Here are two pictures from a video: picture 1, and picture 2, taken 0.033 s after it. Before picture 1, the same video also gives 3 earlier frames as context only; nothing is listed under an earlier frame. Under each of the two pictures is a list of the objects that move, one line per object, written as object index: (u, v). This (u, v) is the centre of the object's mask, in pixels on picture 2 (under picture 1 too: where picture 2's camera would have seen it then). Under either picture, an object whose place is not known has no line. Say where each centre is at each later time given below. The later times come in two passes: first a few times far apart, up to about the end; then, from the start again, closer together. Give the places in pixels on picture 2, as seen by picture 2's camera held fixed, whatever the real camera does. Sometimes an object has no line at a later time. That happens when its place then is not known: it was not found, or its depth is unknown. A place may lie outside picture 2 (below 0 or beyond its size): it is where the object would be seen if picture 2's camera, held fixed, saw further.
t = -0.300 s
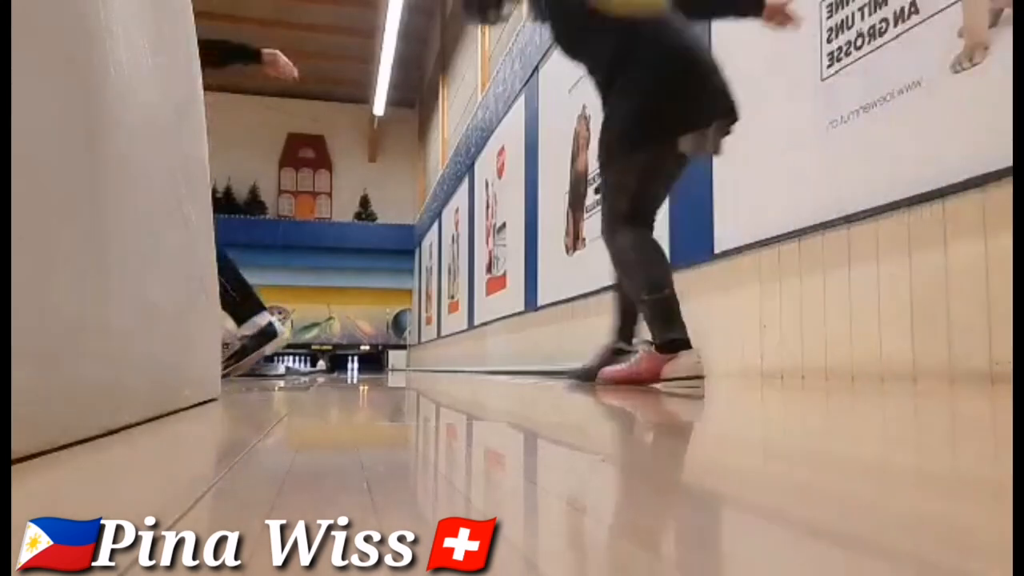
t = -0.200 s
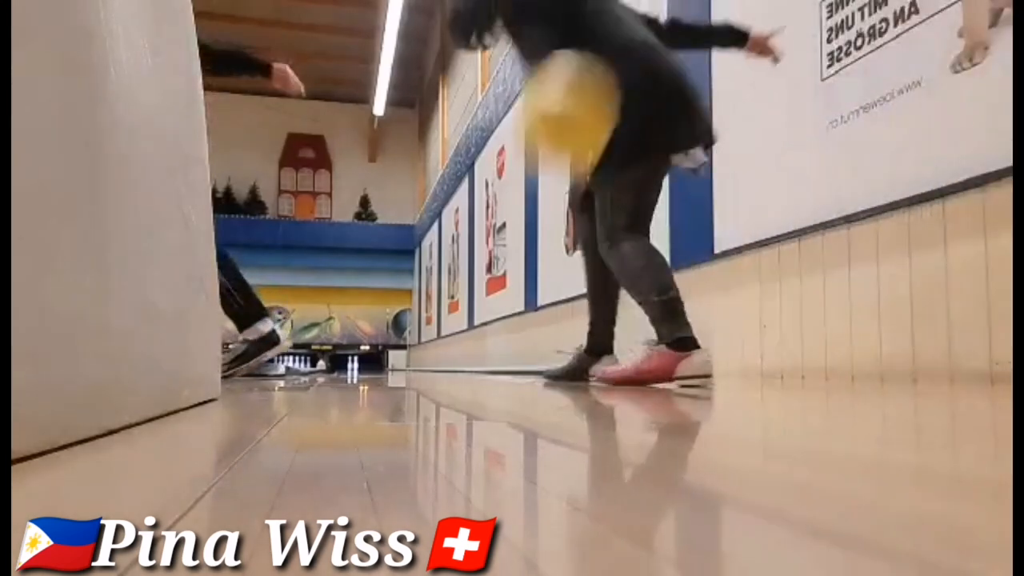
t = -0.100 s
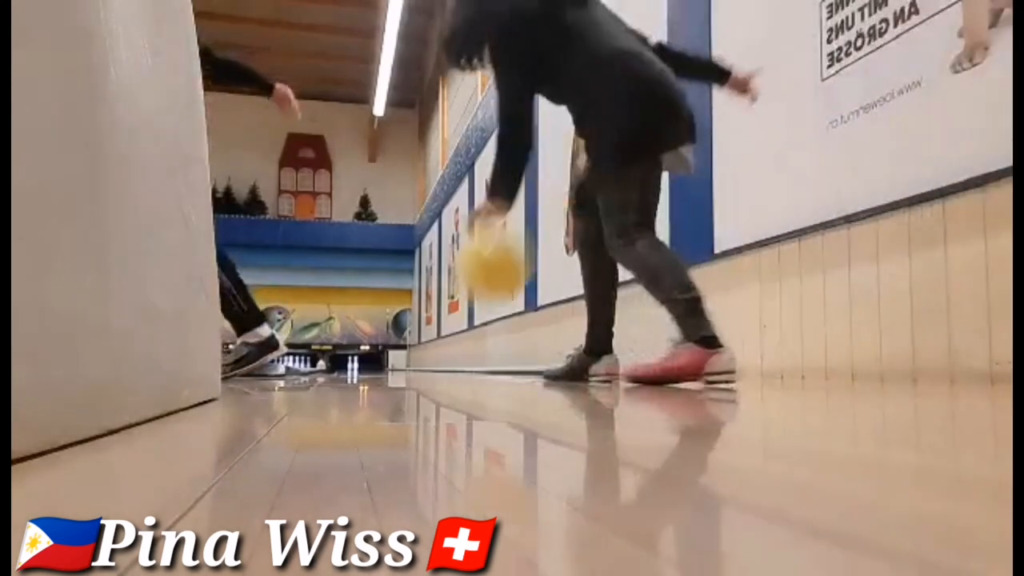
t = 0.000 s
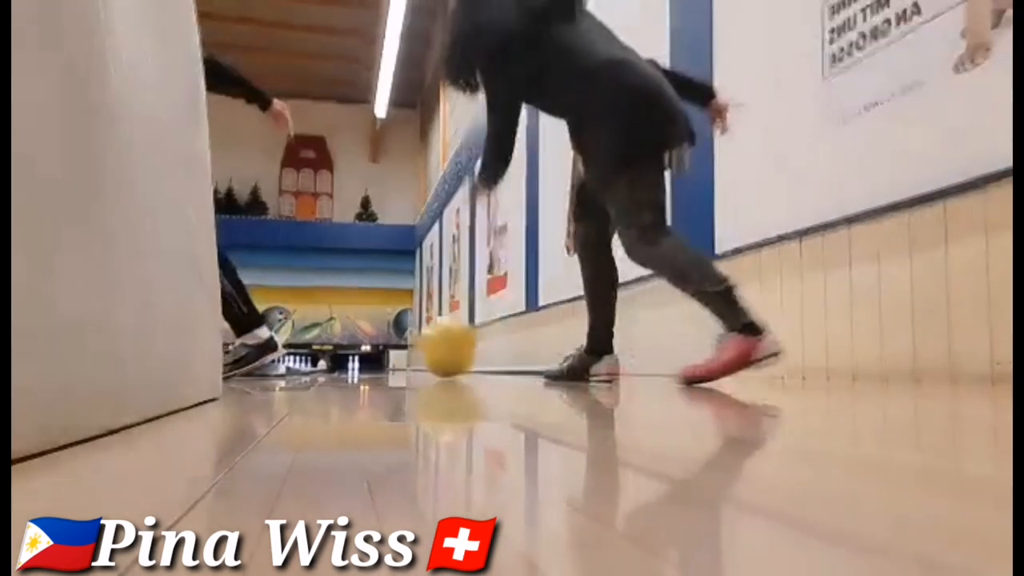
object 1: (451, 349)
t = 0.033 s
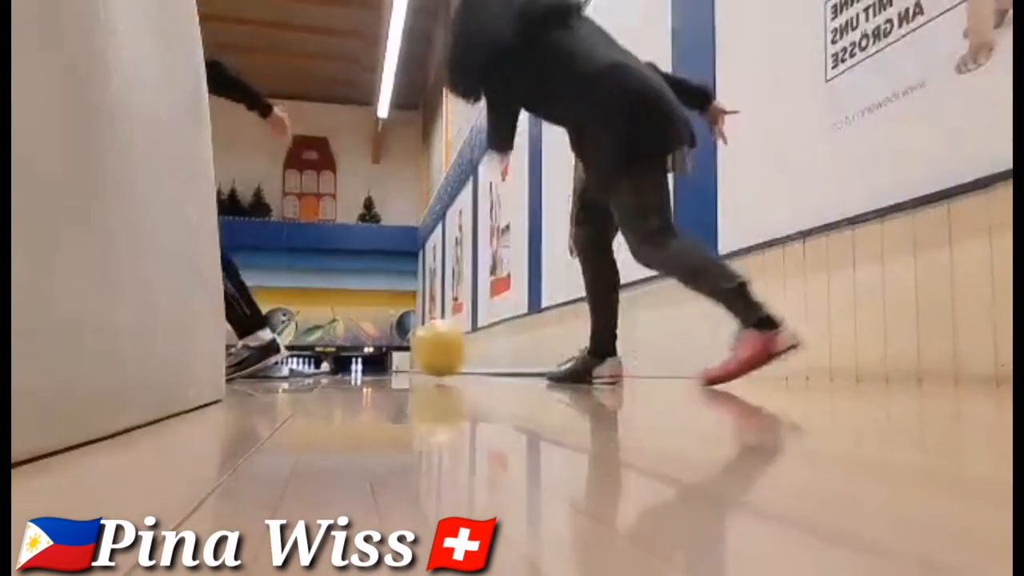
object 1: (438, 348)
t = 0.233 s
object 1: (399, 357)
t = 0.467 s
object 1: (375, 361)
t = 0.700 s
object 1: (361, 362)
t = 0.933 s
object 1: (351, 364)
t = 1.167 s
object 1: (345, 365)
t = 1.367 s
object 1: (342, 365)
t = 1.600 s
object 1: (337, 366)
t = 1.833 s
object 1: (333, 368)
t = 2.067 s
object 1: (335, 369)
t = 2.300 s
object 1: (334, 370)
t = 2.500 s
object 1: (334, 370)
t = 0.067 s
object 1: (430, 350)
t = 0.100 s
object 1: (423, 353)
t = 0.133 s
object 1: (416, 354)
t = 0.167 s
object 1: (409, 355)
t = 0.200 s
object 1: (404, 356)
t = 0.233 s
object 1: (399, 357)
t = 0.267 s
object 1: (395, 358)
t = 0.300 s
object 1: (390, 358)
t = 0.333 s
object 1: (385, 359)
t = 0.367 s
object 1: (383, 359)
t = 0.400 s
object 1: (380, 360)
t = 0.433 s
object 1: (377, 361)
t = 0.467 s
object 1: (375, 361)
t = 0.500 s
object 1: (373, 361)
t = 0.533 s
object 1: (371, 361)
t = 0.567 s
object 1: (369, 361)
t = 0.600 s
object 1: (366, 362)
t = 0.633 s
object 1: (364, 361)
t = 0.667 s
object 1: (362, 362)
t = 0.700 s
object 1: (361, 362)
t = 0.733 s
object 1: (359, 362)
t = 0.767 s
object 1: (357, 363)
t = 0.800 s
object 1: (356, 363)
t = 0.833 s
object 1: (355, 363)
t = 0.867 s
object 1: (353, 363)
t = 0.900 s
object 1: (352, 364)
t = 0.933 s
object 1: (351, 364)
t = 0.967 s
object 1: (350, 364)
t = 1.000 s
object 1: (349, 364)
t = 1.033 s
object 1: (348, 364)
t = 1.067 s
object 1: (347, 364)
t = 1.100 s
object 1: (346, 364)
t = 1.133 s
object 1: (346, 365)
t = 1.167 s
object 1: (345, 365)
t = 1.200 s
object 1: (345, 365)
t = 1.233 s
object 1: (344, 365)
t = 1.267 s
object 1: (344, 365)
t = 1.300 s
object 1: (343, 365)
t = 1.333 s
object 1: (343, 365)
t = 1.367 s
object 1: (342, 365)
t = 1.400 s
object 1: (341, 366)
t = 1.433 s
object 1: (341, 365)
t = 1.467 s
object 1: (340, 366)
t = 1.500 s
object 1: (340, 366)
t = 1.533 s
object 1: (339, 366)
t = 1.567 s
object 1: (338, 366)
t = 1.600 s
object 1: (337, 366)
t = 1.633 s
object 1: (337, 367)
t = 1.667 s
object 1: (335, 368)
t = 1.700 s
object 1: (334, 368)
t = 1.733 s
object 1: (333, 368)
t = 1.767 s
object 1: (333, 368)
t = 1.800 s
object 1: (333, 368)
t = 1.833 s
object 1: (333, 368)
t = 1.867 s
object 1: (334, 368)
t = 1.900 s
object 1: (334, 369)
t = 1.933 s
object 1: (335, 369)
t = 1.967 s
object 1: (336, 369)
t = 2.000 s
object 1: (336, 369)
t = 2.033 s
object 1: (335, 369)
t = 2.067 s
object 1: (335, 369)
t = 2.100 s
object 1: (335, 369)
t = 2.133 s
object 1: (334, 370)
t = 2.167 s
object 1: (334, 369)
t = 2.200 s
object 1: (334, 369)
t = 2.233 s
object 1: (334, 369)
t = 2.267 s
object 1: (334, 370)
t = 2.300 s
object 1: (334, 370)
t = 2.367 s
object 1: (335, 370)
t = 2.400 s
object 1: (335, 370)
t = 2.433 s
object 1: (335, 370)
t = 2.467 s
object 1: (335, 370)
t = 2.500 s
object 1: (334, 370)
